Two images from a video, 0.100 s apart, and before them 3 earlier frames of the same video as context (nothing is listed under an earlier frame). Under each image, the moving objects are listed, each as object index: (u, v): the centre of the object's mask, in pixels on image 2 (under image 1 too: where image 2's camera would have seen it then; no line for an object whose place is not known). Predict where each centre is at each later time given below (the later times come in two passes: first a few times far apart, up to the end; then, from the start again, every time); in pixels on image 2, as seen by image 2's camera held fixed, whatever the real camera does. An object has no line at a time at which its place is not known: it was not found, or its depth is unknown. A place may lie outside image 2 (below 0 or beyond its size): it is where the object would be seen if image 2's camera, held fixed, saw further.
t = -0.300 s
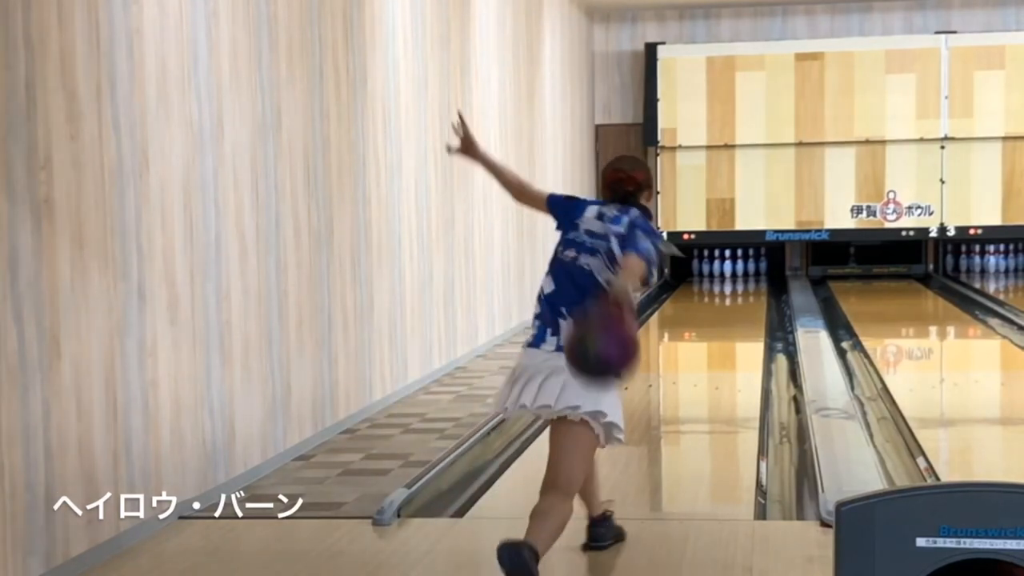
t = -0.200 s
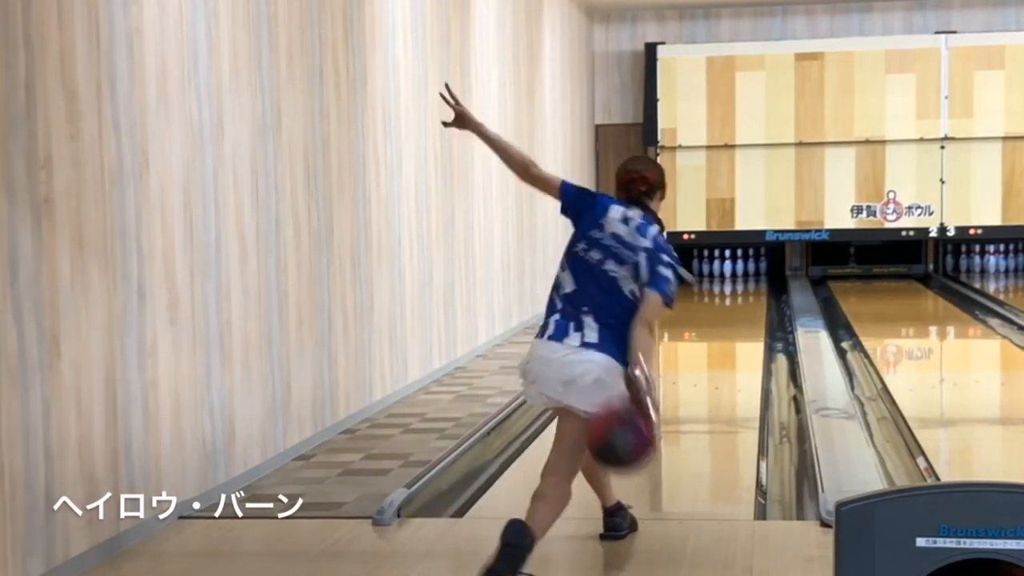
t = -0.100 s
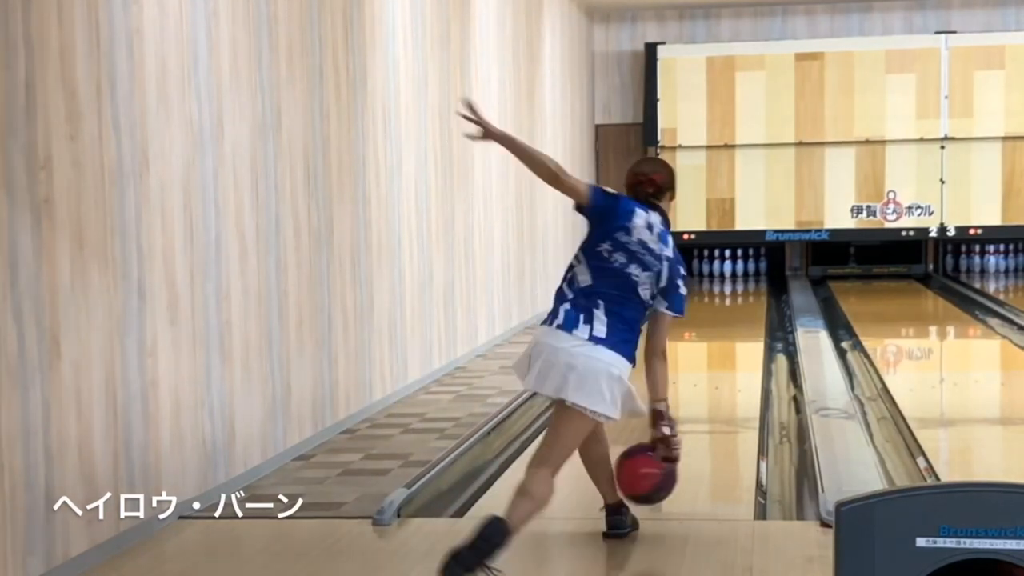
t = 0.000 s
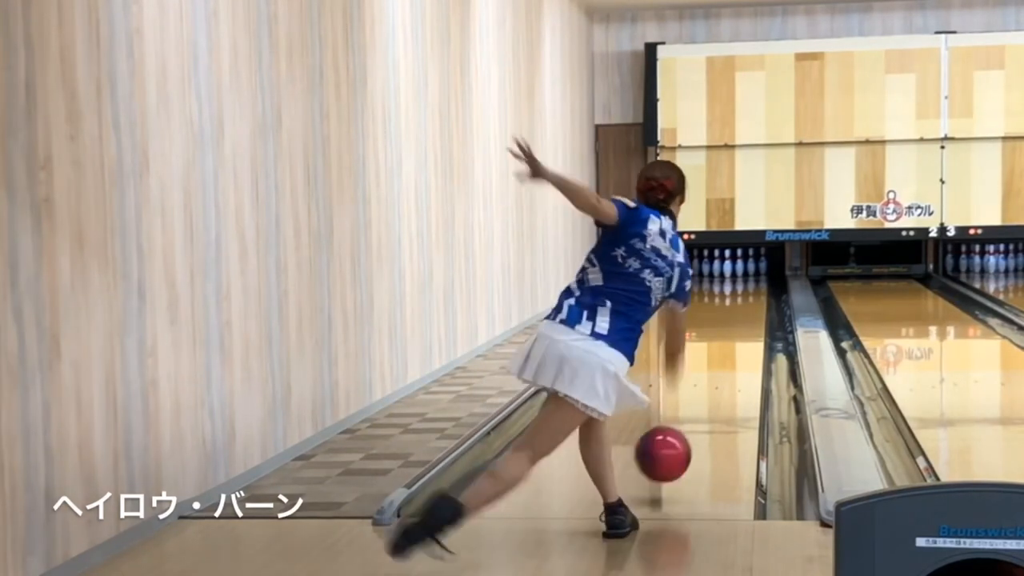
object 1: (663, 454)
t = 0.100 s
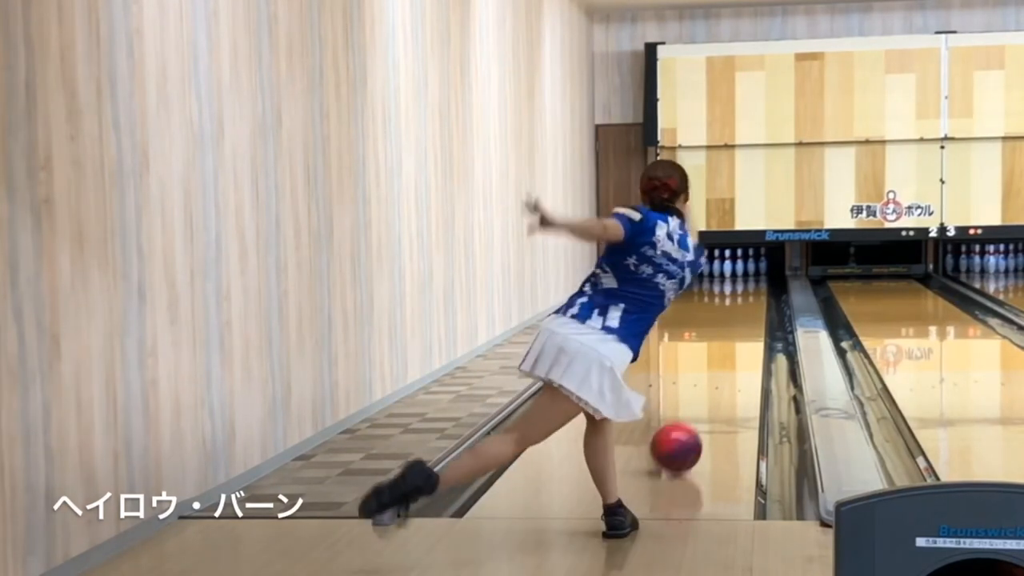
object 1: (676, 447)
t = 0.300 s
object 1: (696, 409)
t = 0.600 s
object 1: (716, 368)
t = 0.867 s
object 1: (728, 342)
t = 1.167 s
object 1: (738, 321)
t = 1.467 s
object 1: (745, 305)
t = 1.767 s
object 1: (749, 293)
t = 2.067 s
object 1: (749, 285)
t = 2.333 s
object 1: (745, 278)
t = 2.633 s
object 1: (736, 273)
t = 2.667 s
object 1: (735, 272)
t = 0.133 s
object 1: (680, 439)
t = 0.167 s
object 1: (684, 433)
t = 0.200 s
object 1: (687, 427)
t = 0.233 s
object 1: (690, 420)
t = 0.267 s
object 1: (693, 414)
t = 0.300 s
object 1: (696, 409)
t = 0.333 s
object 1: (699, 403)
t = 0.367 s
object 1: (701, 398)
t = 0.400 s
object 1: (704, 393)
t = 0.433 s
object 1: (706, 388)
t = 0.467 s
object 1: (708, 384)
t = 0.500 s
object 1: (710, 379)
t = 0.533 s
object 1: (713, 375)
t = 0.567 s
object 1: (714, 371)
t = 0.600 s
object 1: (716, 368)
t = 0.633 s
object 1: (718, 364)
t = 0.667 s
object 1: (720, 360)
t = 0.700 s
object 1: (721, 357)
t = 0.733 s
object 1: (722, 354)
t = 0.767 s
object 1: (724, 351)
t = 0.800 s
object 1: (726, 348)
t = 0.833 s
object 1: (727, 345)
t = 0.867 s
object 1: (728, 342)
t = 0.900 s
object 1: (730, 339)
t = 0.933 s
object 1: (731, 336)
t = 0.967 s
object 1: (732, 334)
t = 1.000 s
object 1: (733, 331)
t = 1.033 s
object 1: (734, 330)
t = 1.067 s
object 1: (735, 328)
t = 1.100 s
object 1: (736, 325)
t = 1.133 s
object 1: (737, 323)
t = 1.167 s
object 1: (738, 321)
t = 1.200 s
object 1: (740, 320)
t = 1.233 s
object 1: (740, 317)
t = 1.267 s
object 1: (741, 315)
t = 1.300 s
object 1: (741, 314)
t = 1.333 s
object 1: (742, 312)
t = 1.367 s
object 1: (743, 310)
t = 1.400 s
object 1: (744, 308)
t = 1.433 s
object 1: (744, 307)
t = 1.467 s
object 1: (745, 305)
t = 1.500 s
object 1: (745, 305)
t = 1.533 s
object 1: (746, 302)
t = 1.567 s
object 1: (746, 301)
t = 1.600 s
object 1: (747, 299)
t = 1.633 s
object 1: (747, 299)
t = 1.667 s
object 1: (748, 297)
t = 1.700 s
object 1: (748, 295)
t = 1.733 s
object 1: (748, 294)
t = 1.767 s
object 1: (749, 293)
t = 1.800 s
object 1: (749, 292)
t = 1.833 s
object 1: (750, 291)
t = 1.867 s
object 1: (750, 290)
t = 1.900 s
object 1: (750, 289)
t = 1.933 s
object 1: (750, 288)
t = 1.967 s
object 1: (749, 286)
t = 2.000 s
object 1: (749, 285)
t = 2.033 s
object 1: (749, 285)
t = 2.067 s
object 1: (749, 285)
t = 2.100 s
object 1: (749, 284)
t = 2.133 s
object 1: (749, 282)
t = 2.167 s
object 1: (748, 281)
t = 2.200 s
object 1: (748, 280)
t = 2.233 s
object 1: (747, 279)
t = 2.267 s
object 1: (746, 279)
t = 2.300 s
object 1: (746, 278)
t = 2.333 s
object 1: (745, 278)
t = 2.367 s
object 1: (743, 277)
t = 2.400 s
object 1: (743, 276)
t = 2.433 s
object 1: (743, 276)
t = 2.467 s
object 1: (742, 276)
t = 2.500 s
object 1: (740, 274)
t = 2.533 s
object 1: (740, 274)
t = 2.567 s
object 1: (740, 274)
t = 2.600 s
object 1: (739, 273)
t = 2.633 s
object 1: (736, 273)
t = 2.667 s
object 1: (735, 272)
